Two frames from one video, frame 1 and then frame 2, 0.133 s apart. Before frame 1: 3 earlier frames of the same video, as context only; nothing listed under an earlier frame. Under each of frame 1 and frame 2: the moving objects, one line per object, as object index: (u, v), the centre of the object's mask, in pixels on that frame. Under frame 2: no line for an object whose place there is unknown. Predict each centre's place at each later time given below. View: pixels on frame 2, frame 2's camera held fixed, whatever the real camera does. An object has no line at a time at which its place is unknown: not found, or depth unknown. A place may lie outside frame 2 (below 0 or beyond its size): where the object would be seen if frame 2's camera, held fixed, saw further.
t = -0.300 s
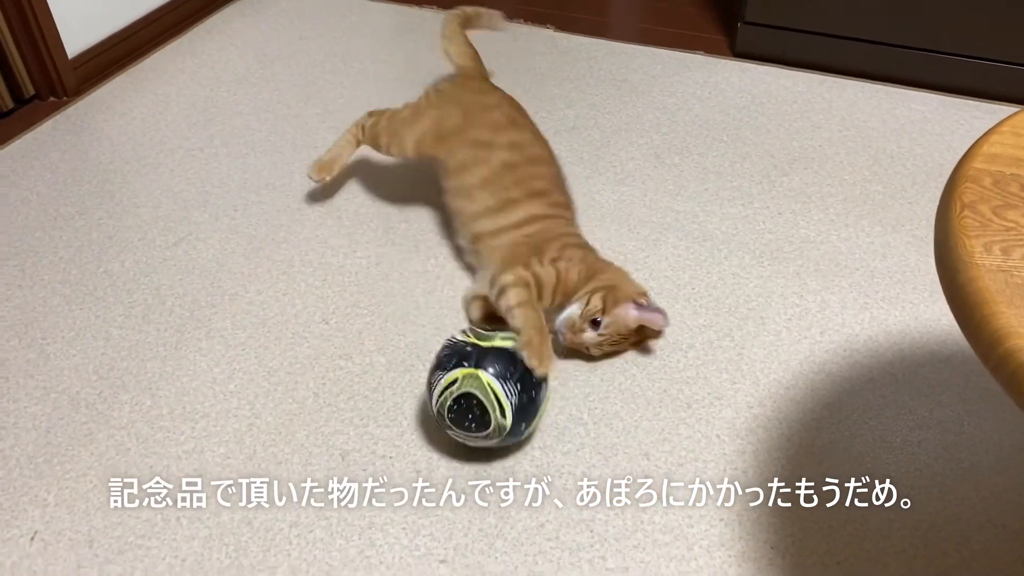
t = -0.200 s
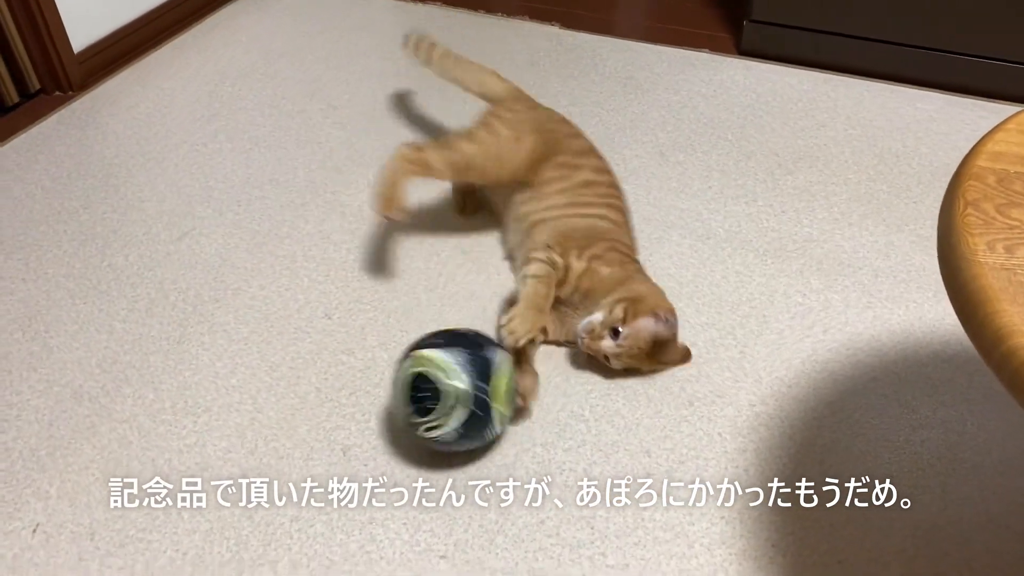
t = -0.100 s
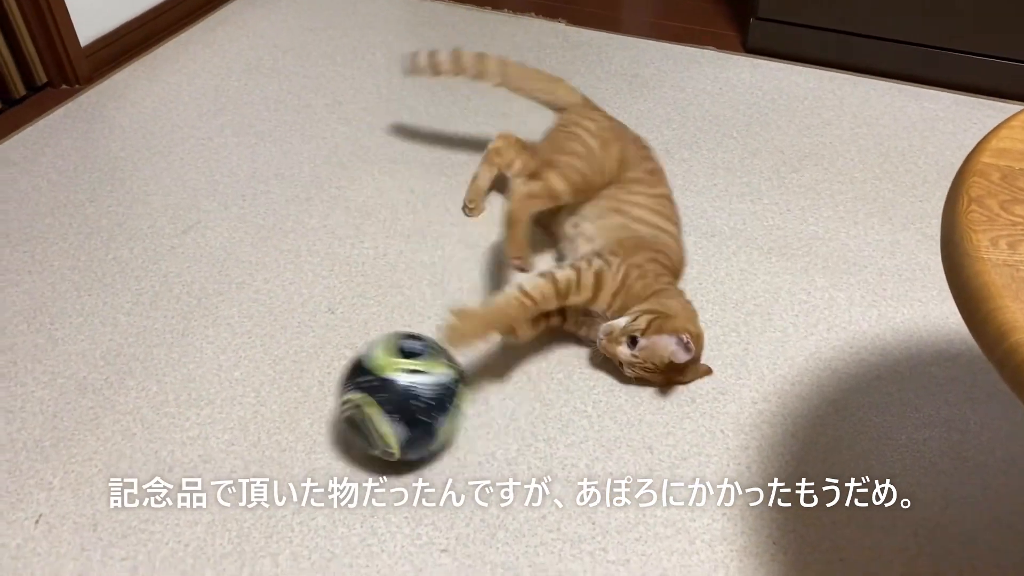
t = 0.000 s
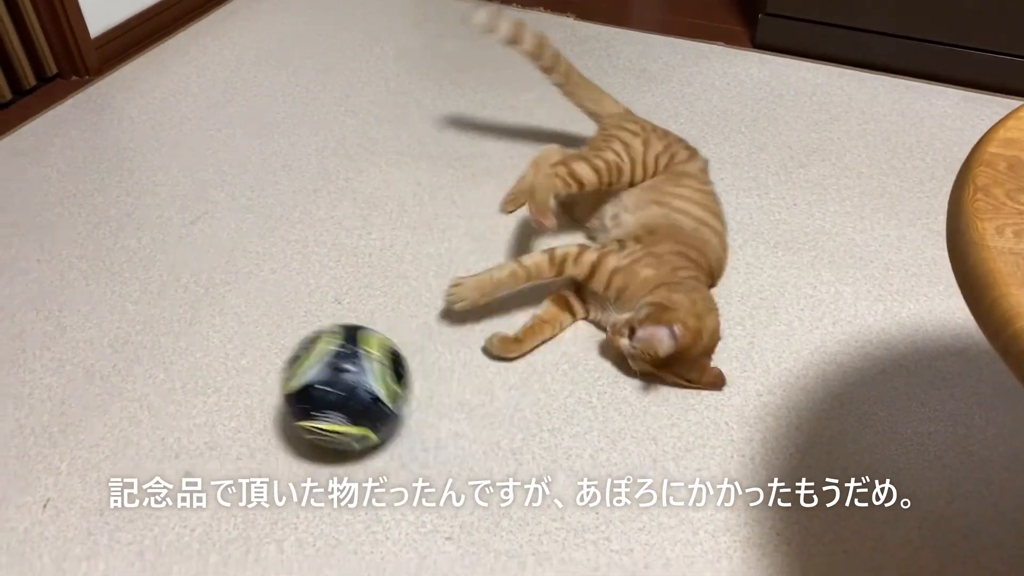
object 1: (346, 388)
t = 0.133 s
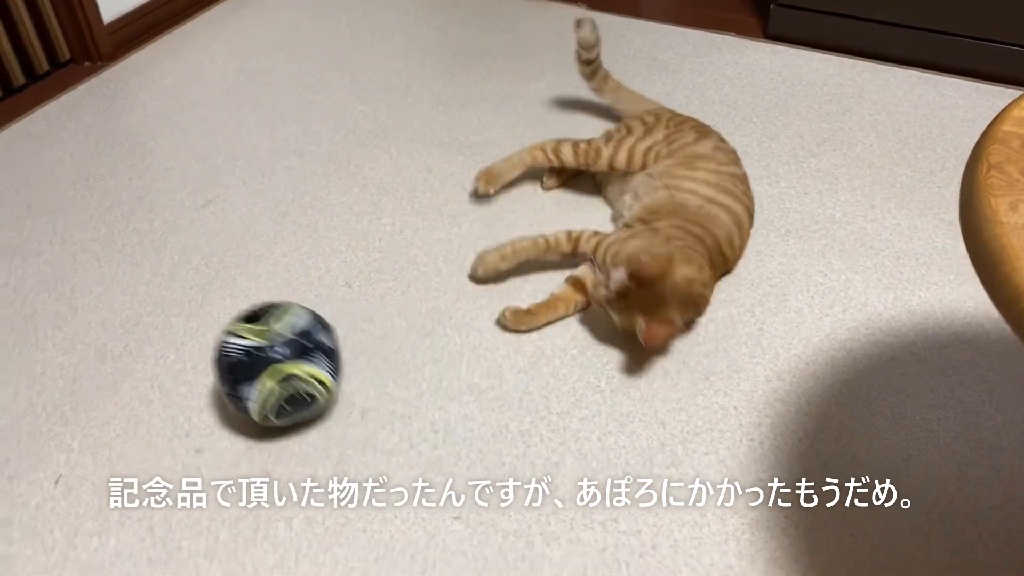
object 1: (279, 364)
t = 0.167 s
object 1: (258, 362)
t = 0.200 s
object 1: (239, 360)
